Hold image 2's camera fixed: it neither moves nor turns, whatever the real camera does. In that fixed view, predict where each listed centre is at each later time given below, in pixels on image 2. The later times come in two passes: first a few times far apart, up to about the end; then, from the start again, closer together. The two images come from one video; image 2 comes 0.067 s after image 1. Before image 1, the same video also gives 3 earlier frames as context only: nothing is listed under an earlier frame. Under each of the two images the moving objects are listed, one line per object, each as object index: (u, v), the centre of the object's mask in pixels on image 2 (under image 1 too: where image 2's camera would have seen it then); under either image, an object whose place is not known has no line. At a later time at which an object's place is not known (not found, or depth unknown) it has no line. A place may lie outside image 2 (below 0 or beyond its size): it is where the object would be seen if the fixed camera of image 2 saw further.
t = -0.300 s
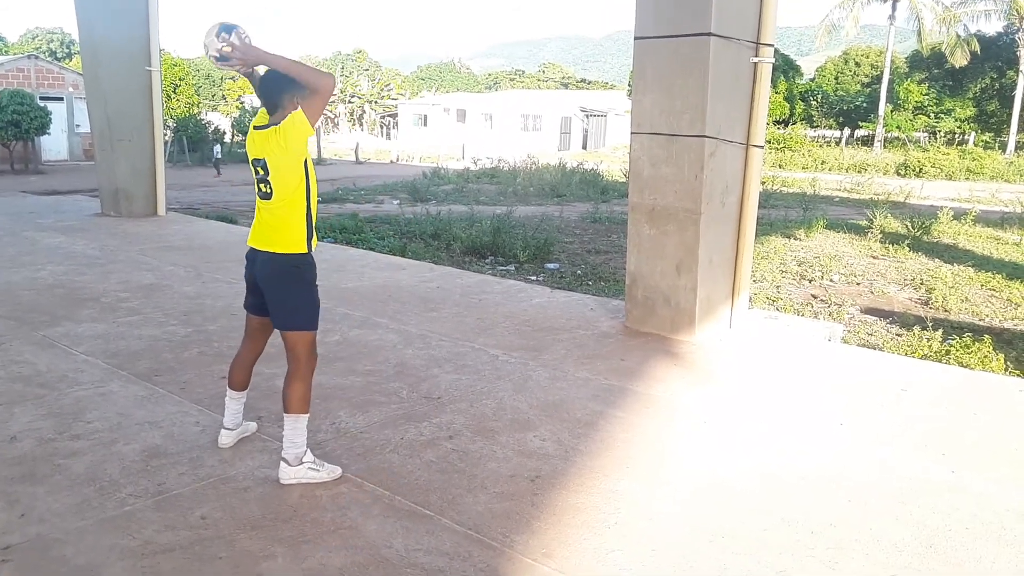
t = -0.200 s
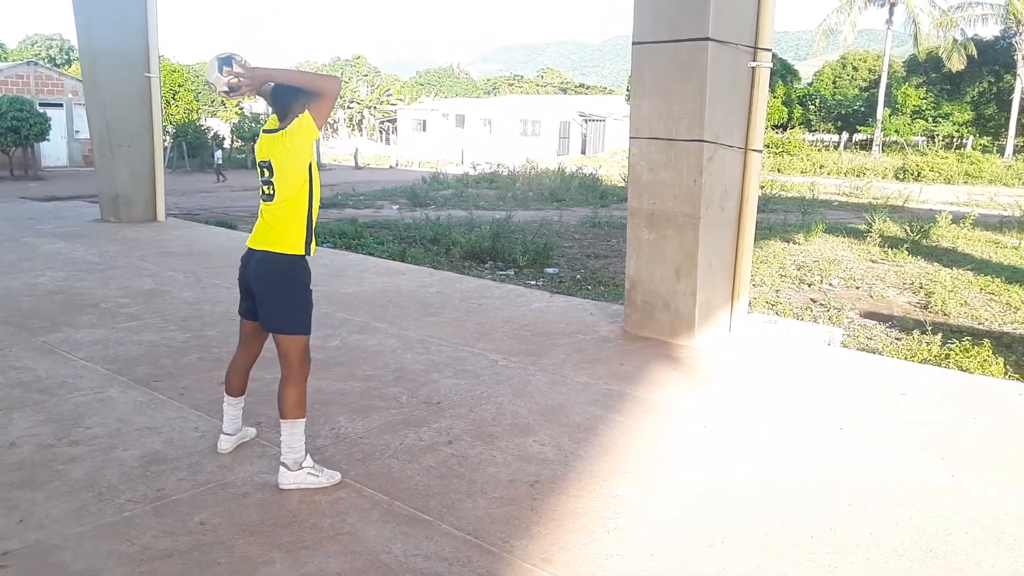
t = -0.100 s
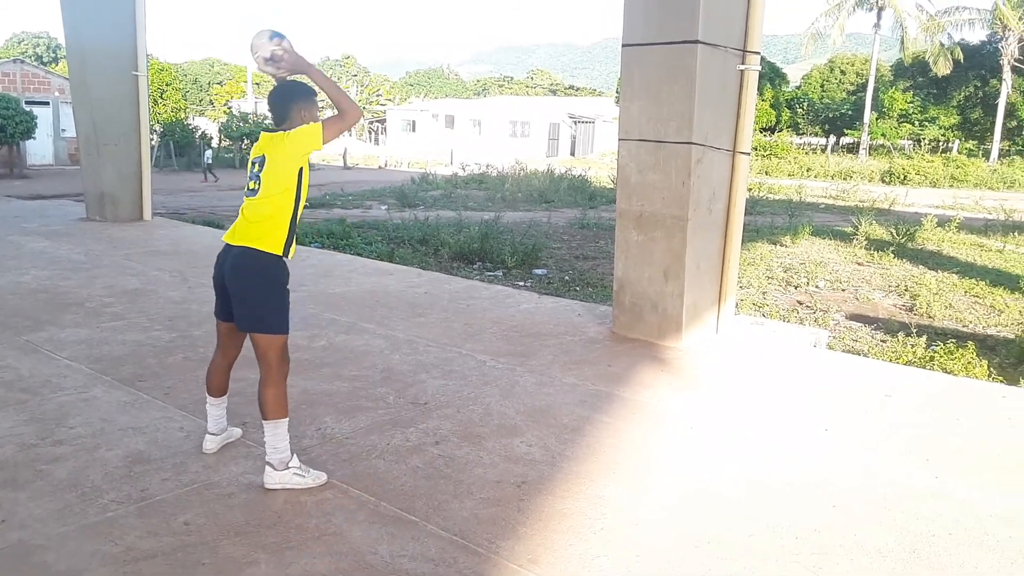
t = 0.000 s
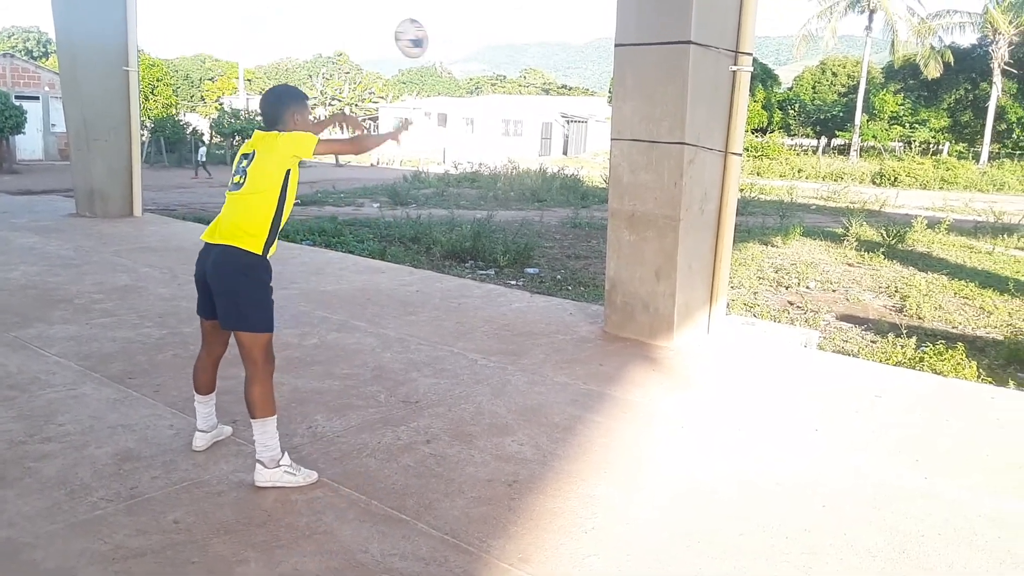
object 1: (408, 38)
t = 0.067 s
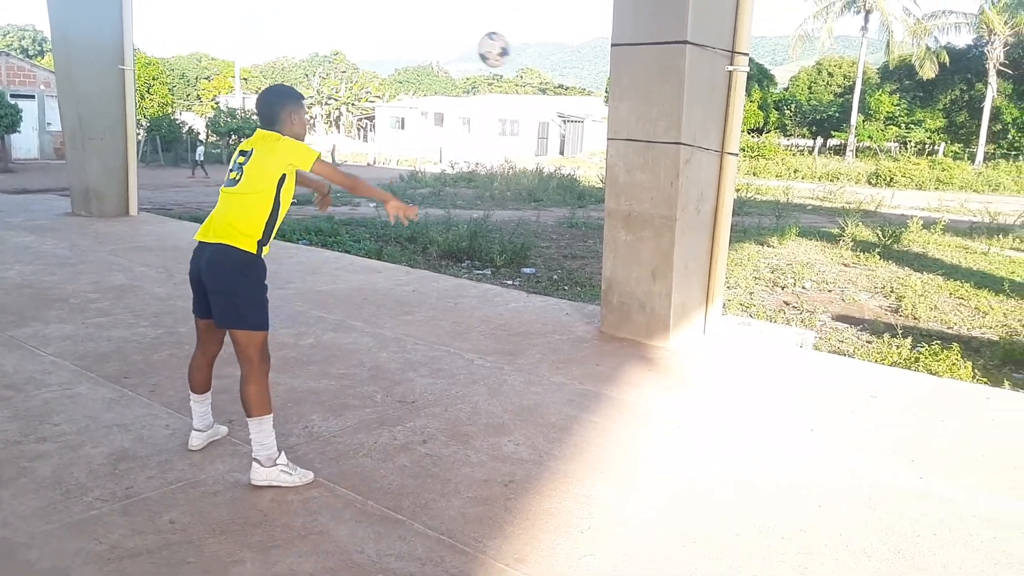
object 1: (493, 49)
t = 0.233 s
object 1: (644, 102)
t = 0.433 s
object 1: (609, 195)
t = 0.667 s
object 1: (542, 365)
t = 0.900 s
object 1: (485, 361)
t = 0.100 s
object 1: (530, 58)
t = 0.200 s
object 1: (620, 90)
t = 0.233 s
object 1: (644, 102)
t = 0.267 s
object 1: (649, 113)
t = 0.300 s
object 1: (642, 126)
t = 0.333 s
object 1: (634, 140)
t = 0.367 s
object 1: (627, 155)
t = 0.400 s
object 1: (618, 174)
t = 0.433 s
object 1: (609, 195)
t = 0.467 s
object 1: (599, 217)
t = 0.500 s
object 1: (590, 244)
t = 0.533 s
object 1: (581, 272)
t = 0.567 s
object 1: (571, 302)
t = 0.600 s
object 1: (561, 335)
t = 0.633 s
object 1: (550, 370)
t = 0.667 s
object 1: (542, 365)
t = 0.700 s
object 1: (535, 360)
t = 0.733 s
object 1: (528, 356)
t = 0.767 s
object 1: (521, 353)
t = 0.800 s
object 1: (513, 352)
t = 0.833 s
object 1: (505, 351)
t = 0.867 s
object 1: (495, 355)
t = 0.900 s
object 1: (485, 361)
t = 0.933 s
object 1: (476, 368)
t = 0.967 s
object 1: (467, 377)
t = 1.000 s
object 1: (457, 389)
